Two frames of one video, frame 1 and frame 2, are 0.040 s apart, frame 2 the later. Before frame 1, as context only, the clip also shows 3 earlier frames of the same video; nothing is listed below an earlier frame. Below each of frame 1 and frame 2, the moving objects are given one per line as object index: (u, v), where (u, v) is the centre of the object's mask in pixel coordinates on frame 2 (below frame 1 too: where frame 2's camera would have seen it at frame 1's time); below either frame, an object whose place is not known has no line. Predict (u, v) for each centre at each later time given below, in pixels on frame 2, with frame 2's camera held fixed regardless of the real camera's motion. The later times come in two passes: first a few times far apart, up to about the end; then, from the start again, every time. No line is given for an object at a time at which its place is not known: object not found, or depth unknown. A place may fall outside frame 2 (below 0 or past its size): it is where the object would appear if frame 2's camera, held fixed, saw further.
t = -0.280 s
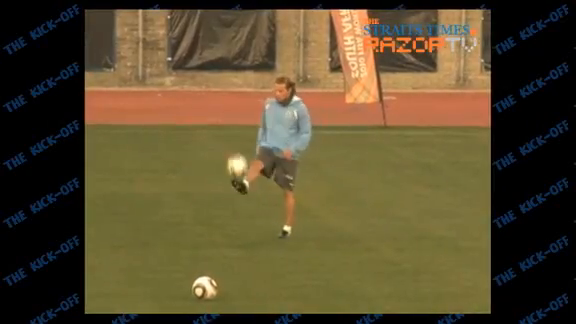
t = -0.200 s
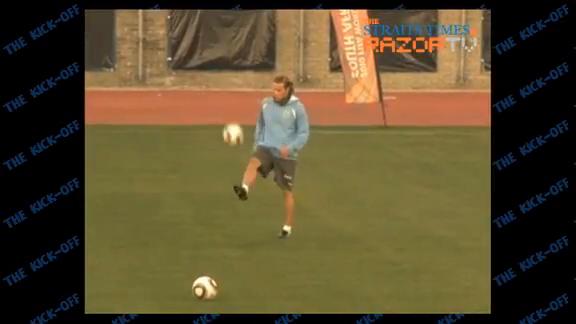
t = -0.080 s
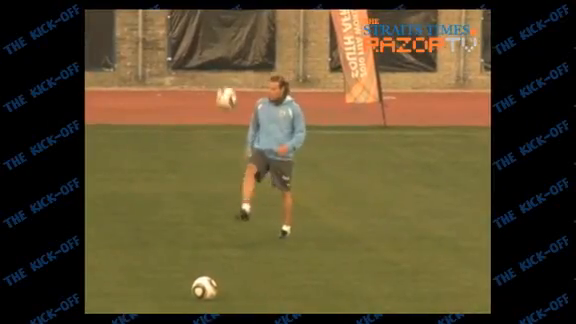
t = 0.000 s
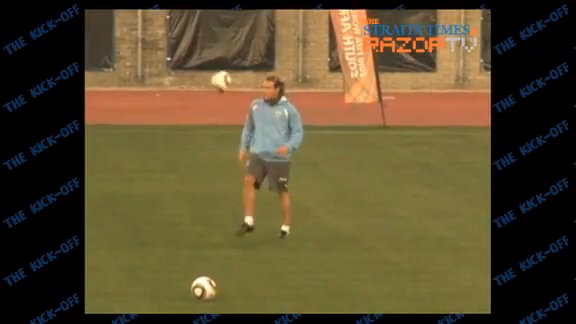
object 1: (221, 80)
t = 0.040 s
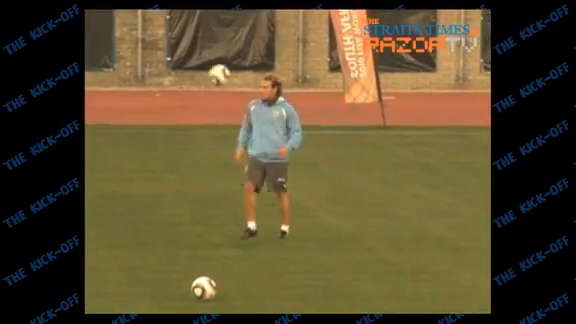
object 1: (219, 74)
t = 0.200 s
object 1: (210, 60)
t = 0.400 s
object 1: (198, 79)
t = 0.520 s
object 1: (194, 110)
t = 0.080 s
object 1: (217, 69)
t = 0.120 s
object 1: (215, 66)
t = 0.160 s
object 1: (213, 62)
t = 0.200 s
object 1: (210, 60)
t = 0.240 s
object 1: (208, 62)
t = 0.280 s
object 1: (206, 64)
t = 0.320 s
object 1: (203, 68)
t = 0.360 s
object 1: (201, 73)
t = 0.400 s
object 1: (198, 79)
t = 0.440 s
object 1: (197, 89)
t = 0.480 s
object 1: (196, 99)
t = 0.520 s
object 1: (194, 110)
